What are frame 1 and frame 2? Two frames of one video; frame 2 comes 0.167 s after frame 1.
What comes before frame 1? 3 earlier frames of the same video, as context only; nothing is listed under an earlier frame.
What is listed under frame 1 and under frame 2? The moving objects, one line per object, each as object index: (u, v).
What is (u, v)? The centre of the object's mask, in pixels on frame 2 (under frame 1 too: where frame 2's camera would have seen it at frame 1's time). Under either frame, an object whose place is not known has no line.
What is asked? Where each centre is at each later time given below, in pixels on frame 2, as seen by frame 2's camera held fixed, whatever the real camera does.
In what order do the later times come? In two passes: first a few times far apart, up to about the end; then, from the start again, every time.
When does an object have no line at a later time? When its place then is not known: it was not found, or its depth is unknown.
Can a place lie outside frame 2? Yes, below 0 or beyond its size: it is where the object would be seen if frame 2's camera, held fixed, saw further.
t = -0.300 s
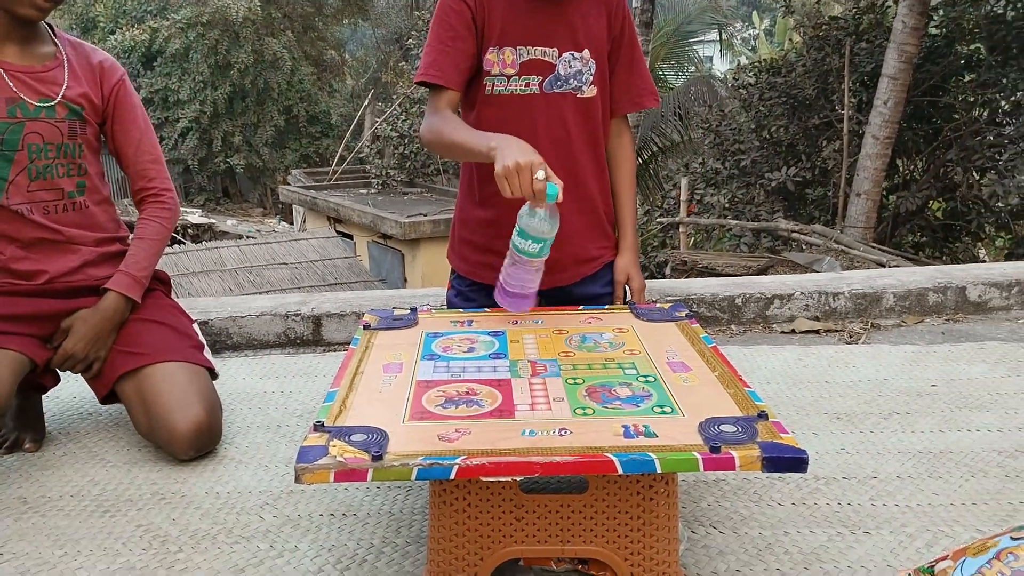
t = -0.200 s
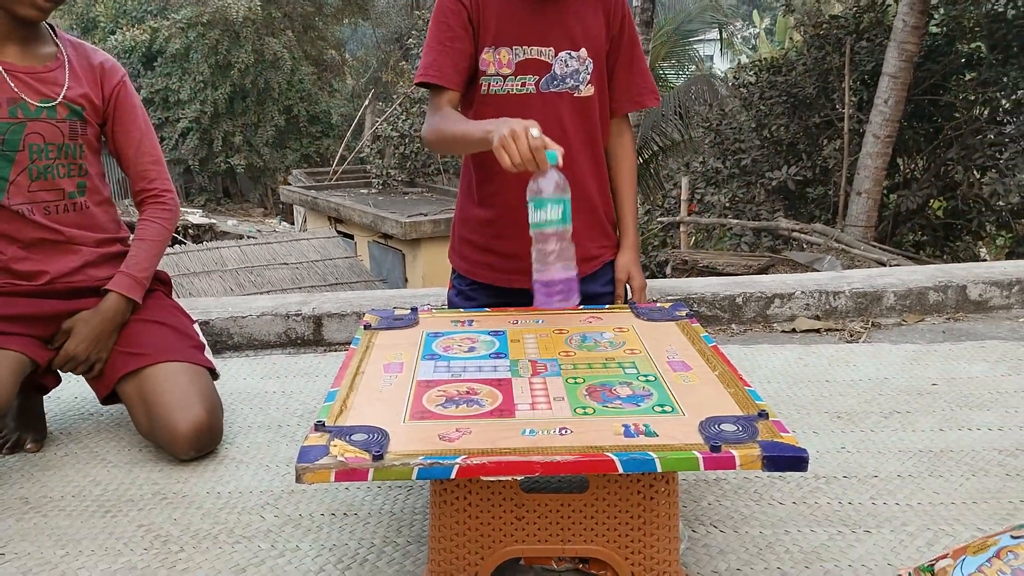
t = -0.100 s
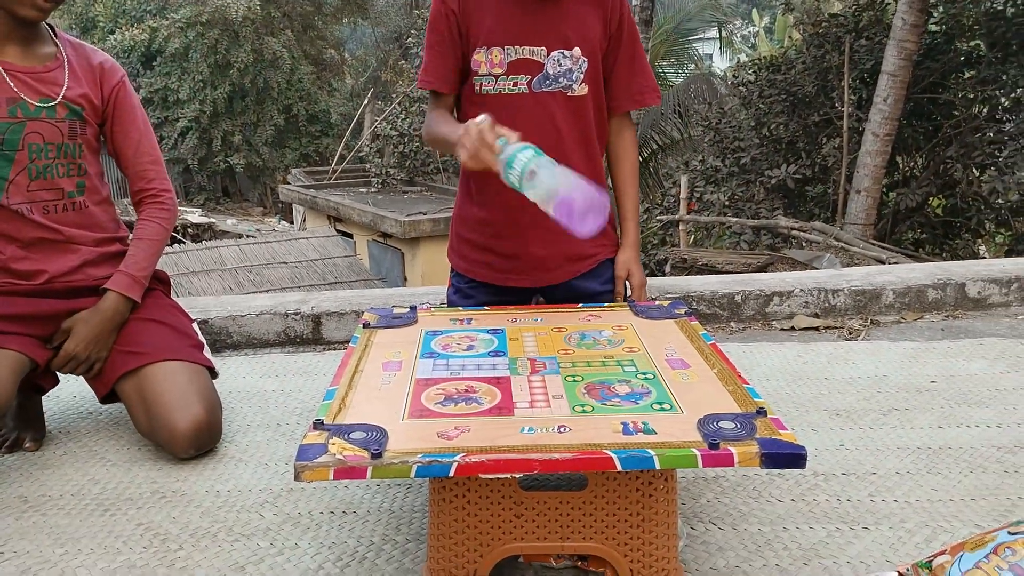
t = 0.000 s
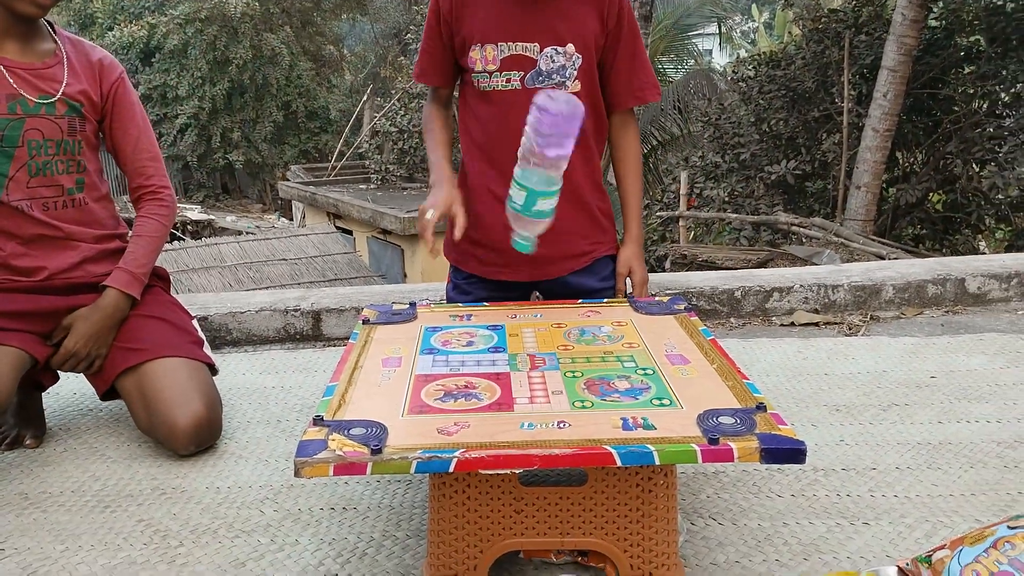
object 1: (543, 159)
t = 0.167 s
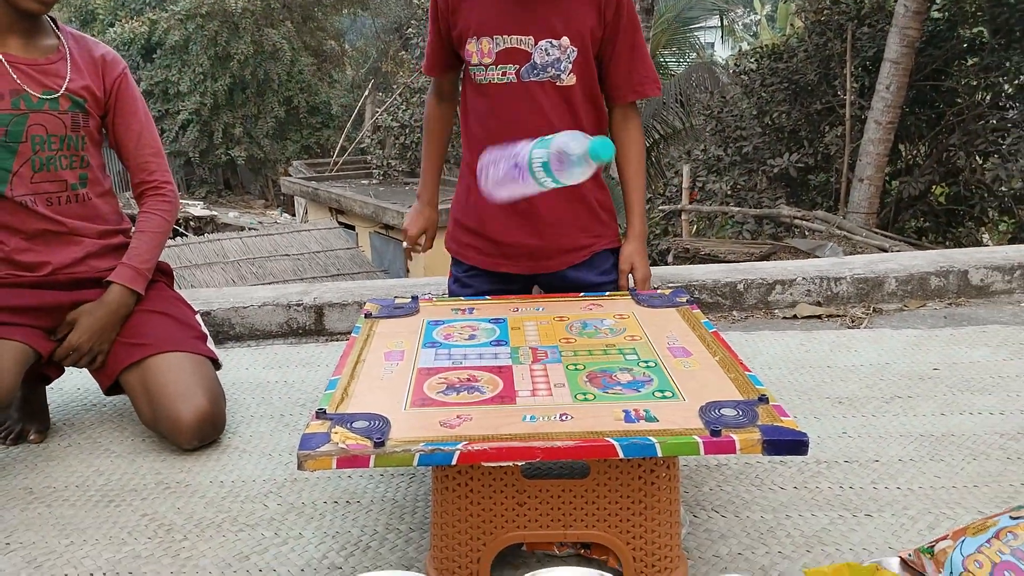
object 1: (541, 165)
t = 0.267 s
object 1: (507, 263)
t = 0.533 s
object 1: (435, 278)
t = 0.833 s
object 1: (392, 322)
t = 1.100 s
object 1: (371, 329)
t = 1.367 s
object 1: (374, 328)
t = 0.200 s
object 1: (530, 186)
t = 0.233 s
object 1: (518, 219)
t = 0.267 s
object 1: (507, 263)
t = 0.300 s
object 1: (495, 271)
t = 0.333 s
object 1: (482, 270)
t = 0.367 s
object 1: (473, 270)
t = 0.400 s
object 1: (466, 271)
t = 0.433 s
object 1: (459, 272)
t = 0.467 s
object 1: (452, 273)
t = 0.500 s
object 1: (444, 275)
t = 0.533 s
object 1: (435, 278)
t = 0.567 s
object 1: (426, 283)
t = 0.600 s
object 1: (417, 290)
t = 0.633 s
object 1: (408, 301)
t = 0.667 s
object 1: (403, 318)
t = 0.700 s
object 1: (400, 315)
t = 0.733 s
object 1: (399, 318)
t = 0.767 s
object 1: (397, 321)
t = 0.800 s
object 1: (395, 321)
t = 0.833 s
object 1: (392, 322)
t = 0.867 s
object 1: (389, 323)
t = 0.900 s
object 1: (386, 324)
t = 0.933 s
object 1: (383, 325)
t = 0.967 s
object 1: (381, 326)
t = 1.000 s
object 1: (379, 327)
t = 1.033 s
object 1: (375, 328)
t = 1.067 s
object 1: (373, 329)
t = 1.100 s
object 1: (371, 329)
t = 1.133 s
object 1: (370, 329)
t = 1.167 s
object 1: (369, 330)
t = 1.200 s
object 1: (368, 330)
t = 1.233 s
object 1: (367, 330)
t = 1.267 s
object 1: (367, 330)
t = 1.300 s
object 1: (369, 330)
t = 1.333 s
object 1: (371, 329)
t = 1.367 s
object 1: (374, 328)
